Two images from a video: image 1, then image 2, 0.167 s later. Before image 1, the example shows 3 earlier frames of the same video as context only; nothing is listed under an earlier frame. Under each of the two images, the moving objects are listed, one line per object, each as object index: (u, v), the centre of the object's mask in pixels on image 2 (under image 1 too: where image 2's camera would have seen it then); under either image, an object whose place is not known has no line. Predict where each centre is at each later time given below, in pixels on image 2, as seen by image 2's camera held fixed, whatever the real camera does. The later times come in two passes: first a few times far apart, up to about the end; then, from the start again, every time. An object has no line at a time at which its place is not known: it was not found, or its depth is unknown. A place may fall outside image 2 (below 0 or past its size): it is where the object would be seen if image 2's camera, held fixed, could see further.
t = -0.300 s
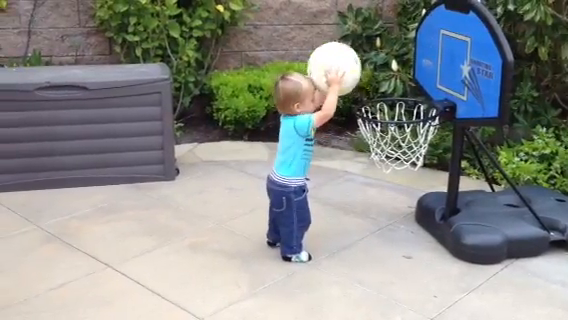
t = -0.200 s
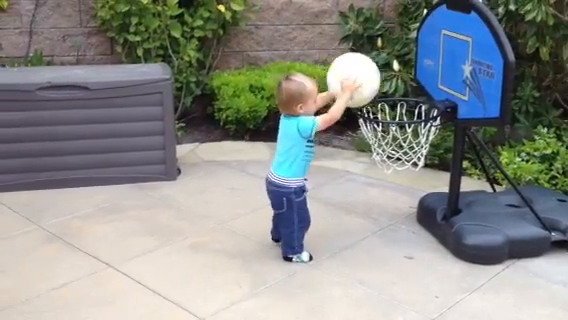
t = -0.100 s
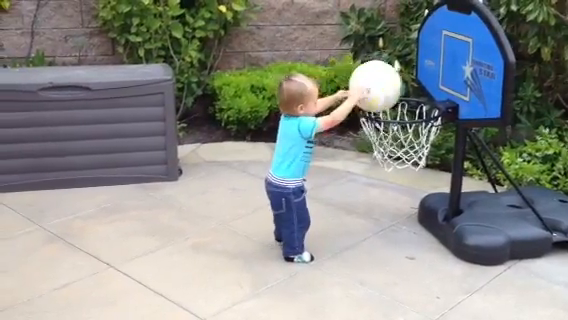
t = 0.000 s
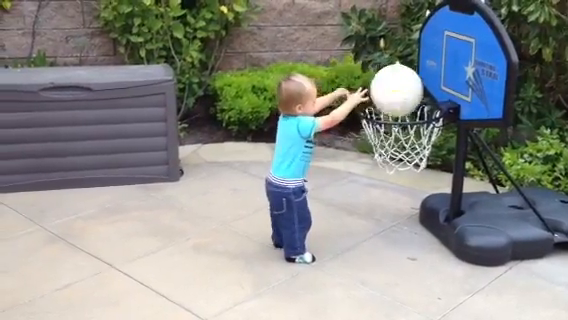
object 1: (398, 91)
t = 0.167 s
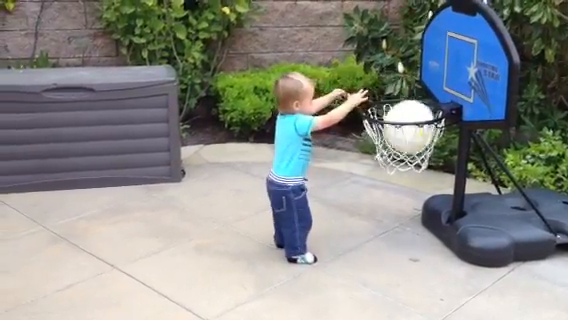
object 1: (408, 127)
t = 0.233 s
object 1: (407, 151)
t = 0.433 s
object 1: (402, 221)
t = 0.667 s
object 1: (401, 210)
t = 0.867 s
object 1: (398, 247)
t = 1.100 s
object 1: (397, 271)
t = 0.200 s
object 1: (408, 143)
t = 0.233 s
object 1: (407, 151)
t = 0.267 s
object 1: (406, 168)
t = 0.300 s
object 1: (405, 188)
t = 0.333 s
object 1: (404, 210)
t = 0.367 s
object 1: (402, 234)
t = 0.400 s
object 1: (402, 232)
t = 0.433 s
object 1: (402, 221)
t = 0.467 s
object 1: (402, 213)
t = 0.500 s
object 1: (403, 207)
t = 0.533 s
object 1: (403, 203)
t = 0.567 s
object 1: (402, 202)
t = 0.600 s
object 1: (402, 202)
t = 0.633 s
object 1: (402, 205)
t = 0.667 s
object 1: (401, 210)
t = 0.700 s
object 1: (400, 218)
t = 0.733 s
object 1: (399, 228)
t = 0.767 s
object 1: (398, 242)
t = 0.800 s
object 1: (397, 257)
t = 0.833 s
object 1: (397, 252)
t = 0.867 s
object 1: (398, 247)
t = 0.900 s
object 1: (398, 244)
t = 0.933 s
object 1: (398, 243)
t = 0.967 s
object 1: (398, 245)
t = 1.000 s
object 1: (398, 250)
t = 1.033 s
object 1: (397, 257)
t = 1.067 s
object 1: (397, 267)
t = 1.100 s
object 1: (397, 271)
